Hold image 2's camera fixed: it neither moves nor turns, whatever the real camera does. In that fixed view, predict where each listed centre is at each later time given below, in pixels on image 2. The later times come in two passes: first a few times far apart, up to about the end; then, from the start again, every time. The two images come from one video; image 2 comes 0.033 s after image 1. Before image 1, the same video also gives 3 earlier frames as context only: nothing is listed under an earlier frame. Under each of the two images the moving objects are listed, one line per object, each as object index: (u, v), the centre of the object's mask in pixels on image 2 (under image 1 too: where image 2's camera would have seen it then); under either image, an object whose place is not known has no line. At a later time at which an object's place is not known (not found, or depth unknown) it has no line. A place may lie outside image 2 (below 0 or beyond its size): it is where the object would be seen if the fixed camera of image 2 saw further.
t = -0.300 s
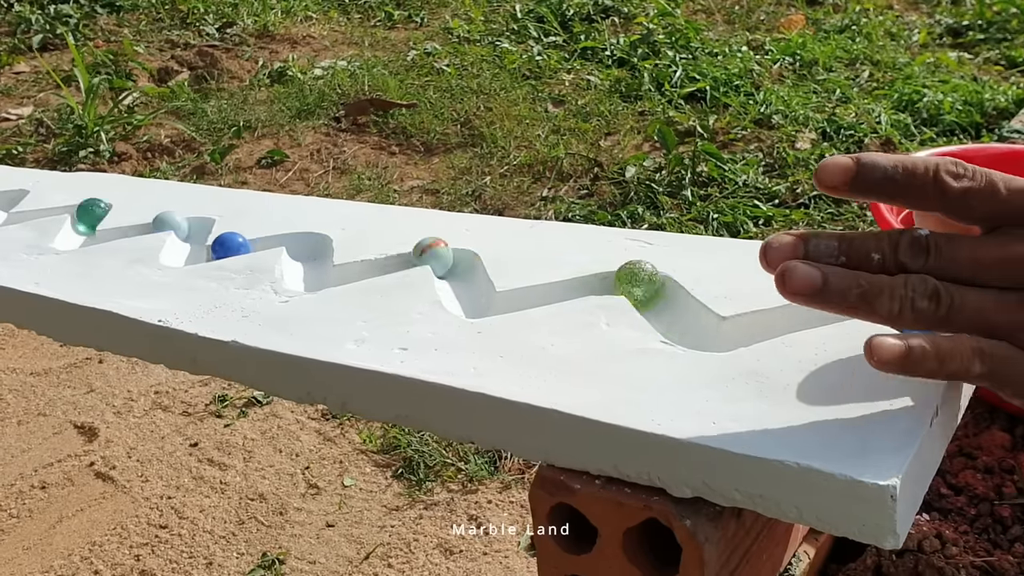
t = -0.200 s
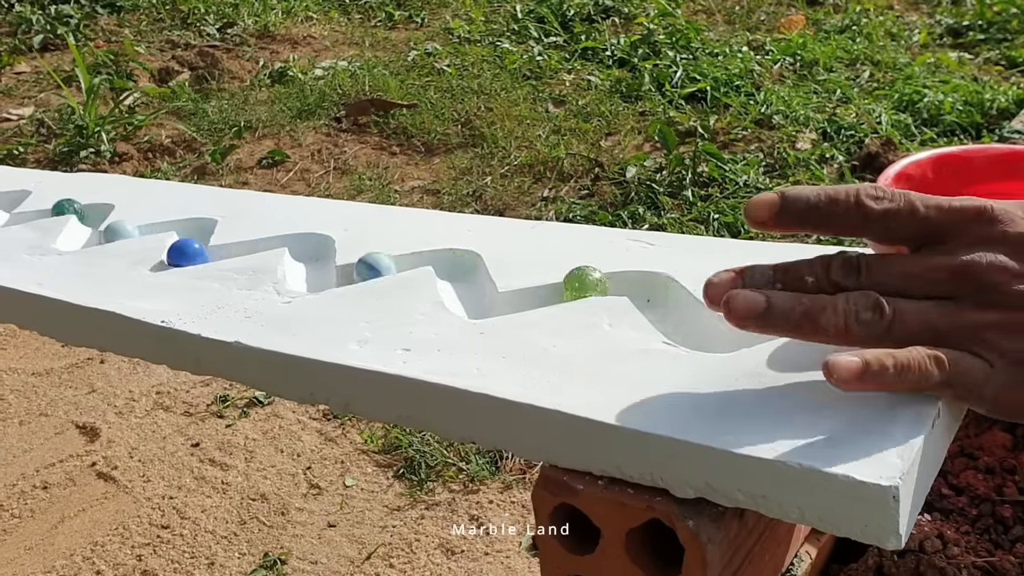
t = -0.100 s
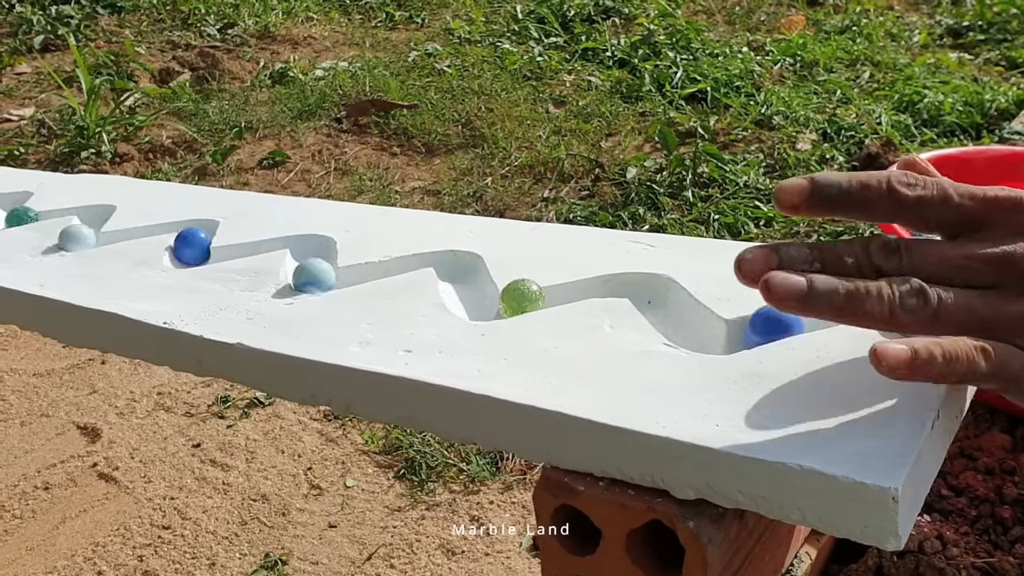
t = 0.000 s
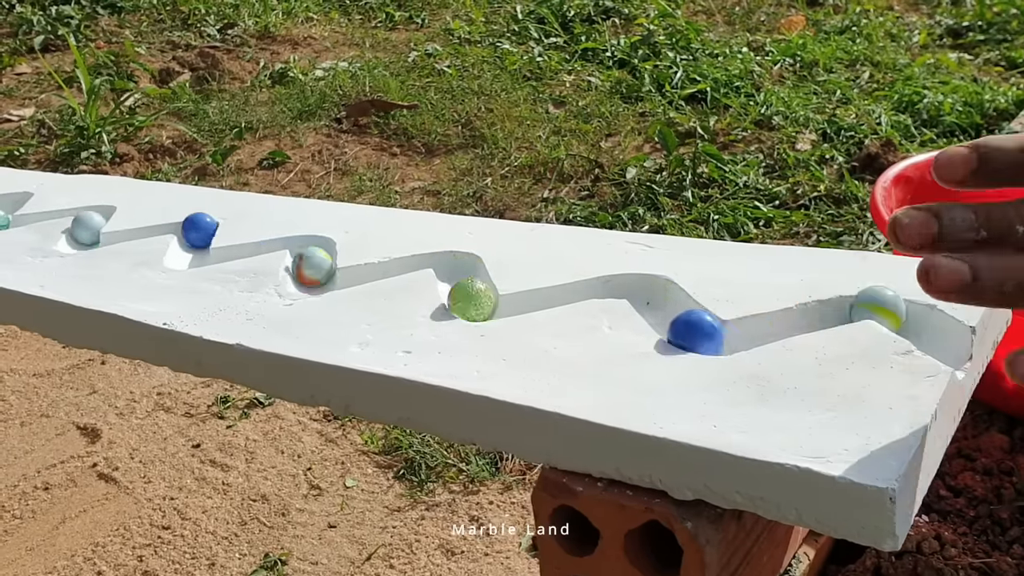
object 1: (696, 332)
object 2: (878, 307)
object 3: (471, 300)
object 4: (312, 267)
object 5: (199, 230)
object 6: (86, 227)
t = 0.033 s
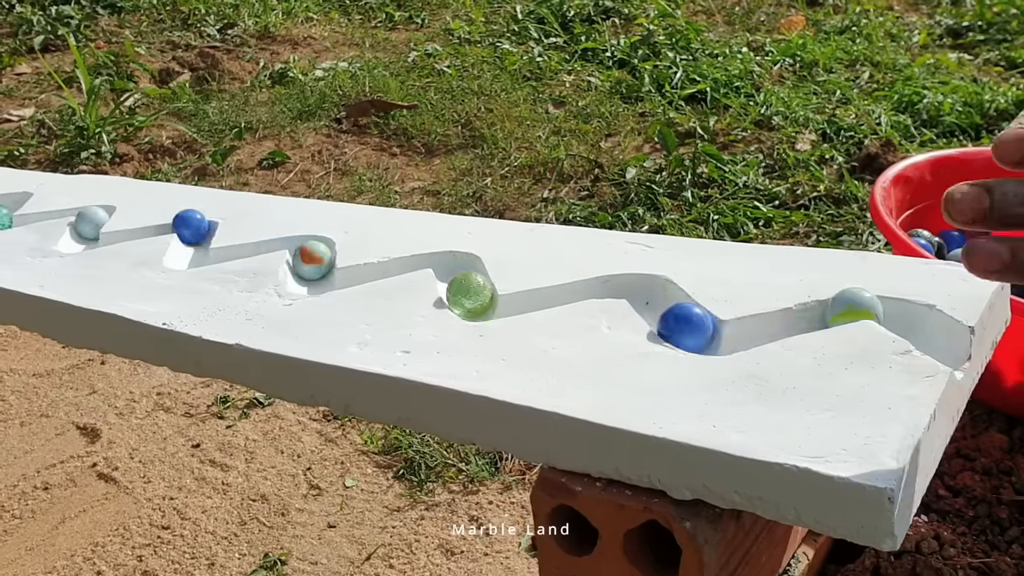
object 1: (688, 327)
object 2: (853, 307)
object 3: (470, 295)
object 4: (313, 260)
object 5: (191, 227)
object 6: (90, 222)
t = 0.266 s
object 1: (591, 285)
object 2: (691, 331)
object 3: (402, 262)
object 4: (241, 246)
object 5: (76, 239)
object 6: (20, 217)
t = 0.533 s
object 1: (470, 295)
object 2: (590, 284)
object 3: (312, 261)
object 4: (192, 243)
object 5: (69, 212)
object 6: (13, 202)
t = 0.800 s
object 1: (395, 264)
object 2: (467, 293)
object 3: (233, 249)
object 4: (114, 235)
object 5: (7, 215)
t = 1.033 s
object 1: (312, 265)
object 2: (397, 264)
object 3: (191, 246)
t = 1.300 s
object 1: (229, 249)
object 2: (313, 261)
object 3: (118, 234)
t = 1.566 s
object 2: (231, 249)
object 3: (93, 219)
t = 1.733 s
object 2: (187, 253)
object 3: (40, 214)
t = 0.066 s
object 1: (676, 318)
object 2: (835, 309)
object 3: (466, 288)
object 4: (312, 254)
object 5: (177, 227)
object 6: (94, 216)
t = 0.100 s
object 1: (666, 308)
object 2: (811, 314)
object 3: (463, 280)
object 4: (309, 245)
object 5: (158, 227)
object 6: (94, 211)
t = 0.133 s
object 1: (656, 299)
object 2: (782, 321)
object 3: (460, 273)
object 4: (298, 240)
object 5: (139, 230)
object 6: (86, 211)
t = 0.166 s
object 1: (644, 289)
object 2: (757, 328)
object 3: (455, 265)
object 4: (285, 243)
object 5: (120, 233)
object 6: (71, 211)
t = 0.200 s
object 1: (627, 278)
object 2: (729, 336)
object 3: (442, 258)
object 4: (266, 243)
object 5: (99, 237)
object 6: (53, 211)
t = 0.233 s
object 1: (608, 279)
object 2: (706, 335)
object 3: (423, 260)
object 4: (253, 243)
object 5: (81, 240)
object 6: (37, 214)
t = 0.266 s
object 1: (591, 285)
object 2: (691, 331)
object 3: (402, 262)
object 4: (241, 246)
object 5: (76, 239)
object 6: (20, 217)
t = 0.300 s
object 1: (574, 287)
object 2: (682, 325)
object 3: (380, 267)
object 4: (229, 249)
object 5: (80, 236)
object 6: (10, 219)
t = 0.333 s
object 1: (554, 290)
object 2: (672, 317)
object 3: (357, 273)
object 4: (214, 252)
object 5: (84, 232)
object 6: (5, 220)
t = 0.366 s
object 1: (535, 295)
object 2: (664, 308)
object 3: (331, 278)
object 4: (198, 255)
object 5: (87, 227)
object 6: (5, 219)
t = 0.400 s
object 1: (515, 298)
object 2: (655, 299)
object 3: (314, 278)
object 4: (189, 256)
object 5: (91, 221)
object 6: (6, 218)
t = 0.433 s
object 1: (492, 302)
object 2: (643, 289)
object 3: (312, 276)
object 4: (184, 254)
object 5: (95, 215)
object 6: (7, 215)
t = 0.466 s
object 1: (476, 301)
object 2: (624, 278)
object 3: (314, 274)
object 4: (189, 252)
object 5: (94, 212)
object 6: (9, 212)
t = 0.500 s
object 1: (472, 299)
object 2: (606, 280)
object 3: (312, 268)
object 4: (191, 249)
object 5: (85, 213)
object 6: (11, 206)
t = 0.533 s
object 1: (470, 295)
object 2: (590, 284)
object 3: (312, 261)
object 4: (192, 243)
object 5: (69, 212)
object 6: (13, 202)
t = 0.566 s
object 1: (466, 289)
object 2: (572, 287)
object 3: (312, 254)
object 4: (196, 237)
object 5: (49, 212)
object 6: (14, 199)
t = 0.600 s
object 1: (464, 281)
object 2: (552, 291)
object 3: (310, 247)
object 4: (197, 232)
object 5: (33, 215)
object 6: (12, 199)
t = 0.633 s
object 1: (461, 275)
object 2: (532, 295)
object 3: (300, 242)
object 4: (195, 228)
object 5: (17, 218)
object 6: (7, 202)
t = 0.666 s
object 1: (457, 268)
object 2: (512, 299)
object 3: (285, 243)
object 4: (185, 227)
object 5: (8, 220)
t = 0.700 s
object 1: (451, 261)
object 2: (490, 302)
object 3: (268, 243)
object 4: (170, 226)
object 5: (6, 219)
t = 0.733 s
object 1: (438, 259)
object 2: (473, 301)
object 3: (255, 243)
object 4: (153, 227)
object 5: (6, 220)
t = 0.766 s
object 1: (416, 258)
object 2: (469, 298)
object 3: (244, 246)
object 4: (134, 231)
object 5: (7, 219)
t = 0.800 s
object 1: (395, 264)
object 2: (467, 293)
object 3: (233, 249)
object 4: (114, 235)
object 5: (7, 215)
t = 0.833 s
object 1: (375, 268)
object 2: (466, 286)
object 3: (221, 251)
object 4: (96, 238)
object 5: (8, 212)
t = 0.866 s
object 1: (351, 273)
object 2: (462, 279)
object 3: (206, 254)
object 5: (10, 209)
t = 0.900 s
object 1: (329, 278)
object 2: (459, 271)
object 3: (193, 256)
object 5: (12, 203)
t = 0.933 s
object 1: (314, 278)
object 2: (452, 263)
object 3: (185, 255)
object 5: (15, 199)
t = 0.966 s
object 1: (312, 276)
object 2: (440, 258)
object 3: (187, 253)
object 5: (14, 199)
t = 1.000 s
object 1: (312, 272)
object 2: (420, 260)
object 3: (190, 250)
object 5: (8, 203)
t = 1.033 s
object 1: (312, 265)
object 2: (397, 264)
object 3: (191, 246)
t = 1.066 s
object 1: (311, 258)
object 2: (376, 268)
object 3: (195, 240)
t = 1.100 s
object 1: (312, 250)
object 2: (354, 273)
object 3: (196, 235)
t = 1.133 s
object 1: (306, 243)
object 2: (327, 278)
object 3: (197, 229)
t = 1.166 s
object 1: (293, 242)
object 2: (311, 277)
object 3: (188, 227)
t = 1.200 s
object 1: (272, 241)
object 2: (311, 275)
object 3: (173, 227)
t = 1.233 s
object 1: (257, 243)
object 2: (313, 272)
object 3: (155, 227)
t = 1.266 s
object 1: (243, 246)
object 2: (312, 267)
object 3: (138, 230)
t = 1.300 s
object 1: (229, 249)
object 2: (313, 261)
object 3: (118, 234)
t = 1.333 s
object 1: (213, 252)
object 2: (311, 255)
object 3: (100, 237)
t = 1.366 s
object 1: (197, 255)
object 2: (310, 248)
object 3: (81, 240)
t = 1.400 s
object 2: (301, 243)
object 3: (75, 238)
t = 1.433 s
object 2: (290, 243)
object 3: (80, 237)
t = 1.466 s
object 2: (270, 242)
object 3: (83, 234)
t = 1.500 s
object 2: (256, 243)
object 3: (86, 229)
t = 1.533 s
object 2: (245, 245)
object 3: (89, 224)
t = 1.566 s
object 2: (231, 249)
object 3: (93, 219)
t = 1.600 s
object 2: (220, 251)
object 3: (95, 213)
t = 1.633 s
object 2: (205, 254)
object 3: (89, 212)
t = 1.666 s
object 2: (191, 256)
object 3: (75, 212)
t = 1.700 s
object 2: (185, 255)
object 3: (57, 211)
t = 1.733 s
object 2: (187, 253)
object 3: (40, 214)
